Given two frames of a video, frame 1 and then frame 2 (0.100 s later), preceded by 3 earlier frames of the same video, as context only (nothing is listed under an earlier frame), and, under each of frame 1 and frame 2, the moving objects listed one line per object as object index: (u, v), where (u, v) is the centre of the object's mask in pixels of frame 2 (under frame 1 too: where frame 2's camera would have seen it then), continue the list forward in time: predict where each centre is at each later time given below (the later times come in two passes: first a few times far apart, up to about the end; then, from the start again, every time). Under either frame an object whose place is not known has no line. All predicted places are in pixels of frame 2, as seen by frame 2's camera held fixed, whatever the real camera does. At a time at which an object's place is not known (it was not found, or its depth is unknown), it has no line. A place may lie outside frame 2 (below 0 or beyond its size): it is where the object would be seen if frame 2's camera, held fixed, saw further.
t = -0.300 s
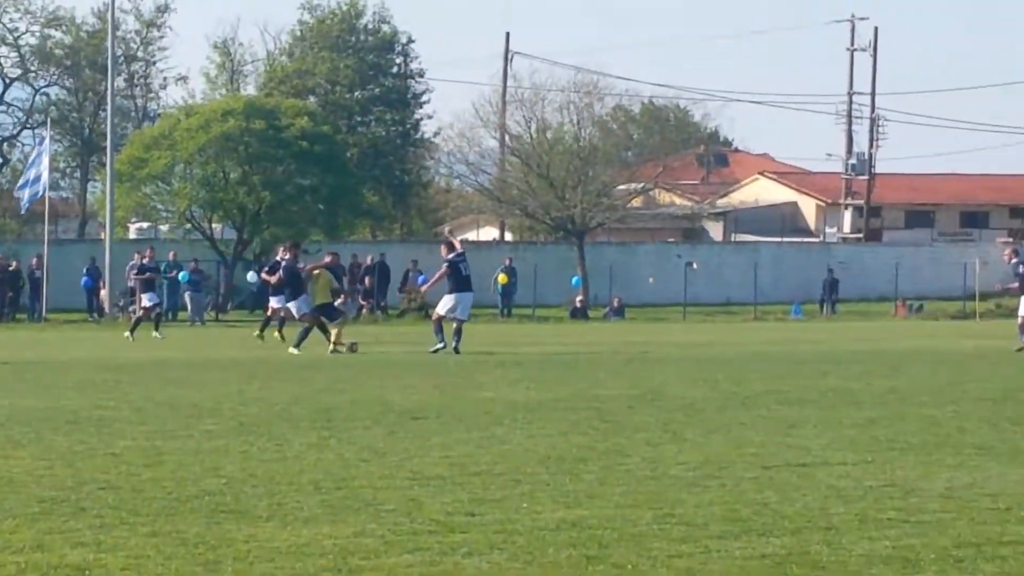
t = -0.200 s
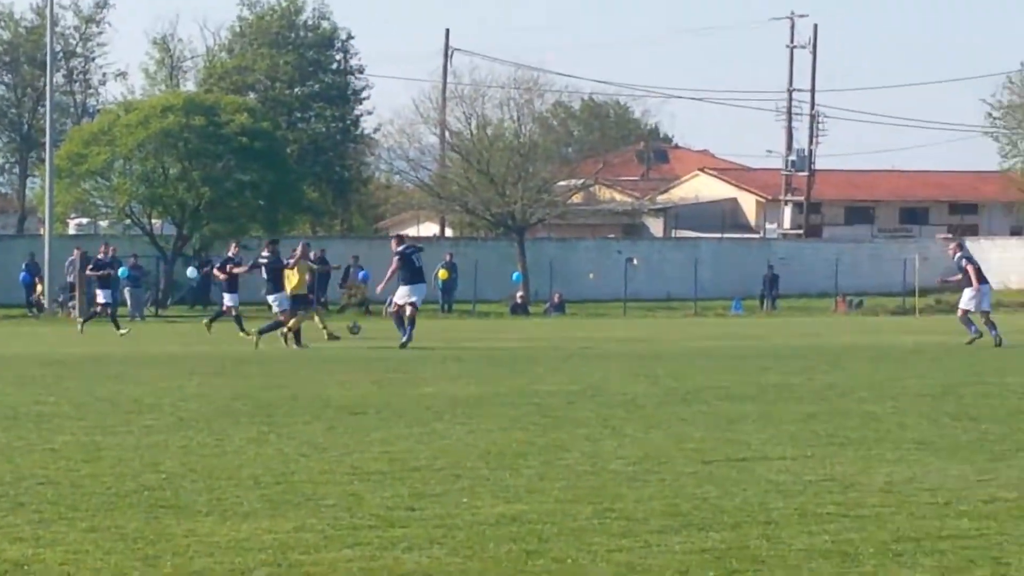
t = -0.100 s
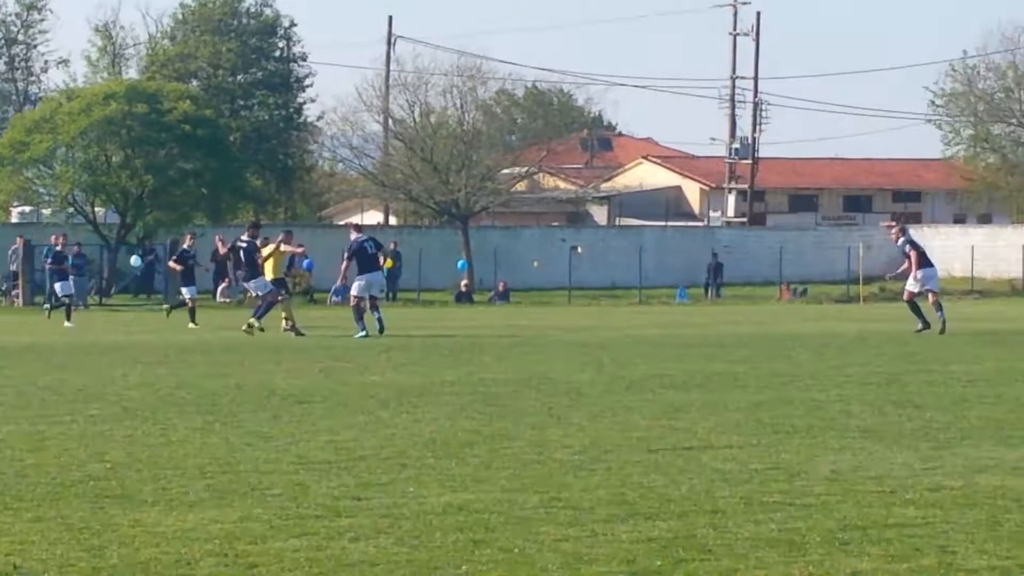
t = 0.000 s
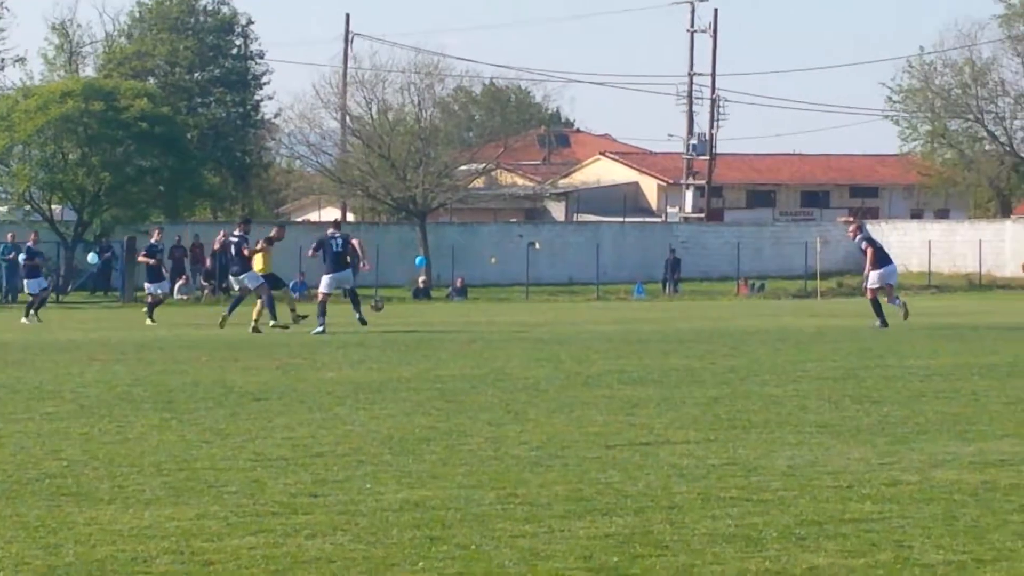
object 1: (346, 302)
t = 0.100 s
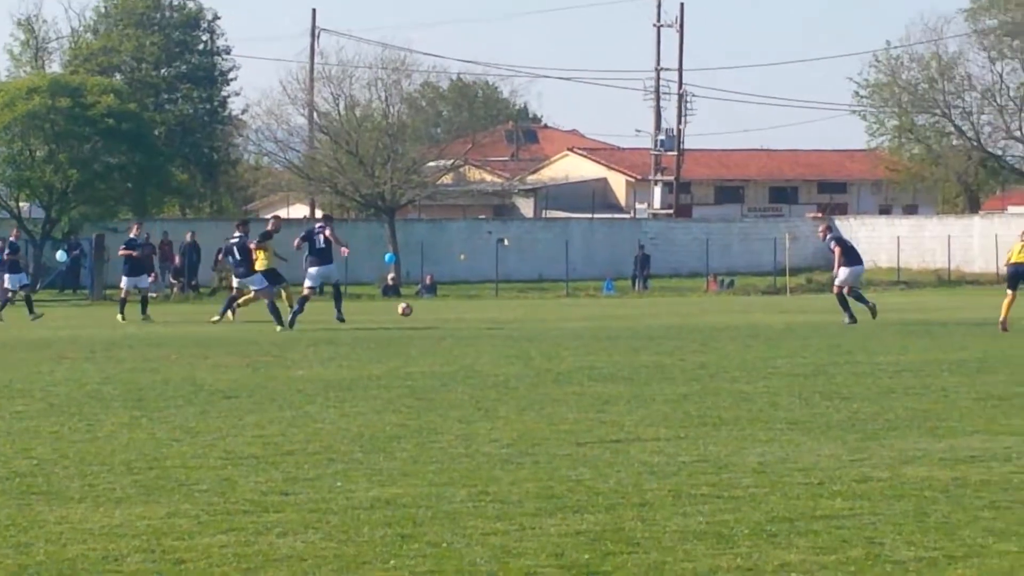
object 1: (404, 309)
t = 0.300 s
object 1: (518, 310)
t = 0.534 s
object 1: (647, 312)
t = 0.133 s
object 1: (424, 314)
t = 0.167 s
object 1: (442, 319)
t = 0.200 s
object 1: (462, 322)
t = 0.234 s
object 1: (481, 317)
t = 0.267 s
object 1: (499, 314)
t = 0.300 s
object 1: (518, 310)
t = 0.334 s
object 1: (538, 308)
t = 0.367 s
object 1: (556, 307)
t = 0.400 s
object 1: (574, 306)
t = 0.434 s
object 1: (593, 306)
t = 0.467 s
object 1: (610, 307)
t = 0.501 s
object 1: (628, 310)
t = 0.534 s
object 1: (647, 312)
